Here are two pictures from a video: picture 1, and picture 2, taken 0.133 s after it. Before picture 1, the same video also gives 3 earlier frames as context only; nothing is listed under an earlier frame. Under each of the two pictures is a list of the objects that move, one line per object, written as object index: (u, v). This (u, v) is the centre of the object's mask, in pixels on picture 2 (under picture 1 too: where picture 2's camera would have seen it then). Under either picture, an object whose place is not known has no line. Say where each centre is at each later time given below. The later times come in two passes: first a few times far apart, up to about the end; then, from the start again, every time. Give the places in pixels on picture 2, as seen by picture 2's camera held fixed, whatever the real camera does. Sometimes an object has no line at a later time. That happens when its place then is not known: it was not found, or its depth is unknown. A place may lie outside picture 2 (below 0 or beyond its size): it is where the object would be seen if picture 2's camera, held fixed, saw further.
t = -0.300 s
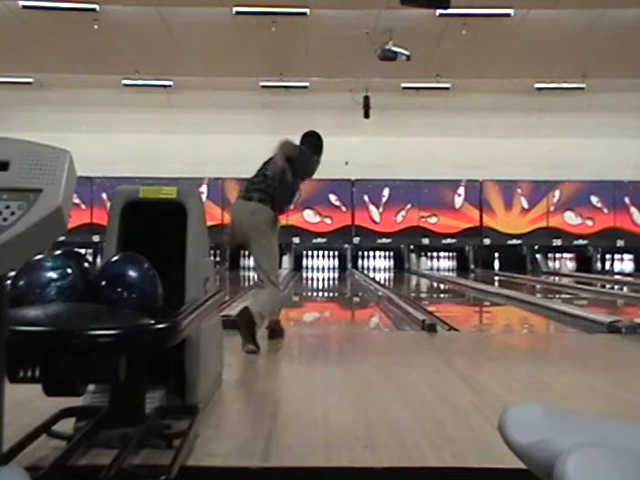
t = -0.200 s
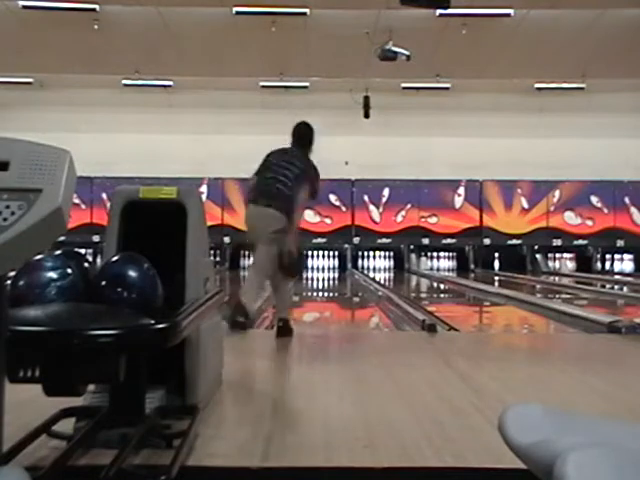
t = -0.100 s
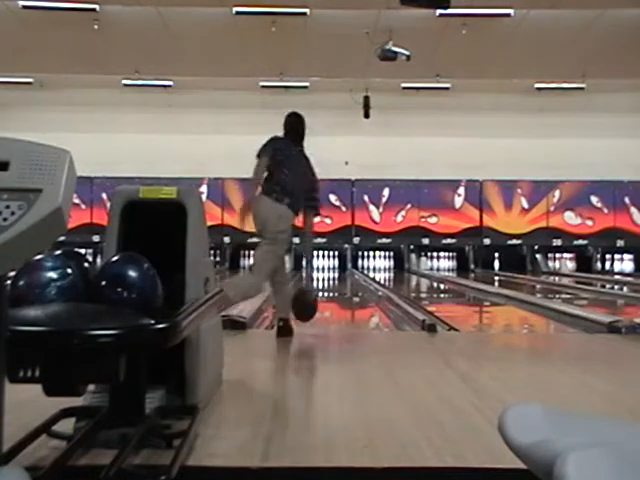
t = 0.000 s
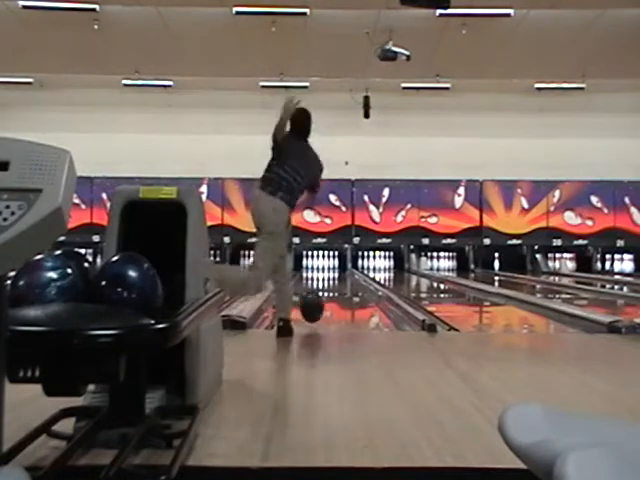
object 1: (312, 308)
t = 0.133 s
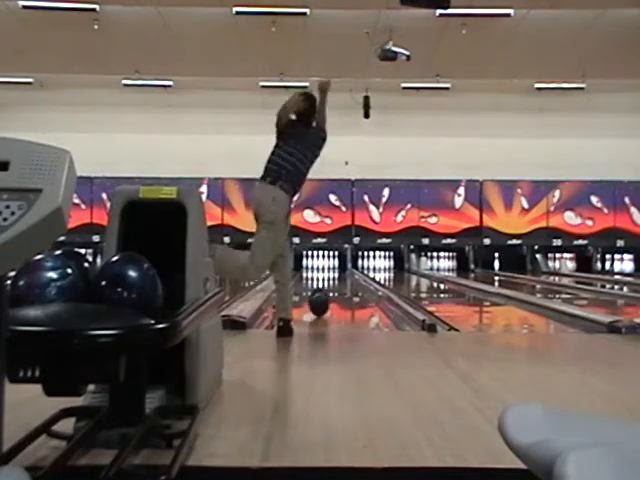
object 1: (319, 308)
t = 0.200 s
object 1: (321, 307)
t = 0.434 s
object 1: (329, 292)
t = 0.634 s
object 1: (333, 287)
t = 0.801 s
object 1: (337, 283)
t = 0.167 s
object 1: (320, 308)
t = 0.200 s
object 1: (321, 307)
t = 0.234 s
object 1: (322, 306)
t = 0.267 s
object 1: (324, 303)
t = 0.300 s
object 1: (325, 297)
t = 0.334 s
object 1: (326, 296)
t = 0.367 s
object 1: (328, 295)
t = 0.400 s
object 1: (329, 293)
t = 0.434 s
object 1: (329, 292)
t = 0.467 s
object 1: (330, 290)
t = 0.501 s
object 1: (331, 292)
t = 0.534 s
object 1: (332, 291)
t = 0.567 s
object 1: (332, 288)
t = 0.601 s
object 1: (333, 287)
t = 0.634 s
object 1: (333, 287)
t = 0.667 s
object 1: (334, 286)
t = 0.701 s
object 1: (335, 286)
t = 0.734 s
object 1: (337, 285)
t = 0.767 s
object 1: (337, 284)
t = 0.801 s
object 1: (337, 283)
